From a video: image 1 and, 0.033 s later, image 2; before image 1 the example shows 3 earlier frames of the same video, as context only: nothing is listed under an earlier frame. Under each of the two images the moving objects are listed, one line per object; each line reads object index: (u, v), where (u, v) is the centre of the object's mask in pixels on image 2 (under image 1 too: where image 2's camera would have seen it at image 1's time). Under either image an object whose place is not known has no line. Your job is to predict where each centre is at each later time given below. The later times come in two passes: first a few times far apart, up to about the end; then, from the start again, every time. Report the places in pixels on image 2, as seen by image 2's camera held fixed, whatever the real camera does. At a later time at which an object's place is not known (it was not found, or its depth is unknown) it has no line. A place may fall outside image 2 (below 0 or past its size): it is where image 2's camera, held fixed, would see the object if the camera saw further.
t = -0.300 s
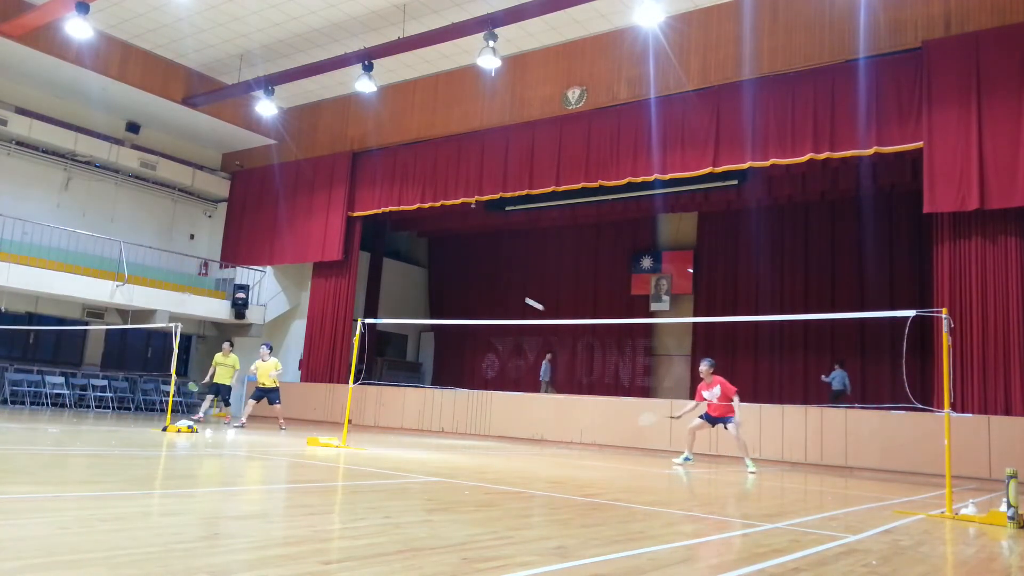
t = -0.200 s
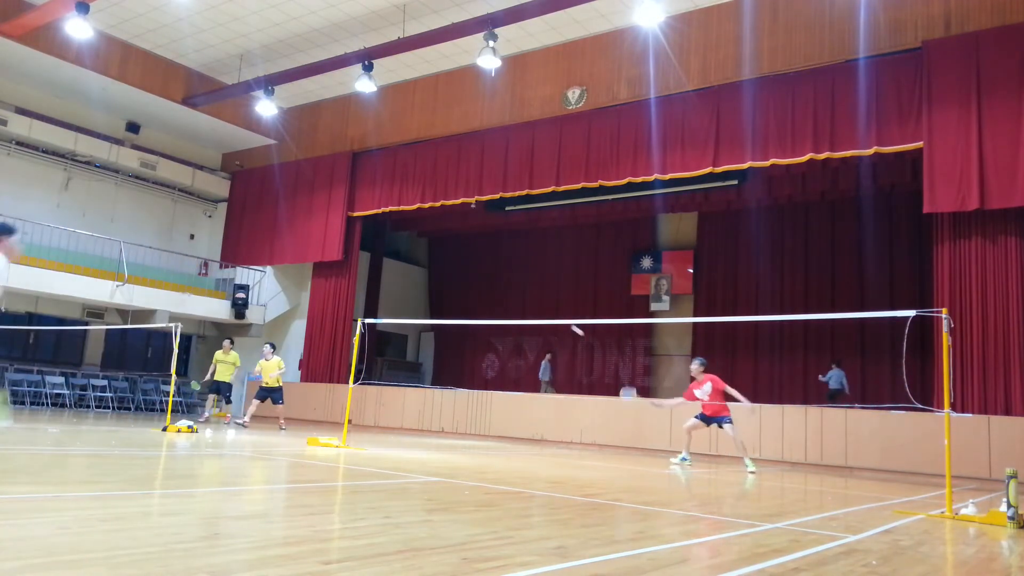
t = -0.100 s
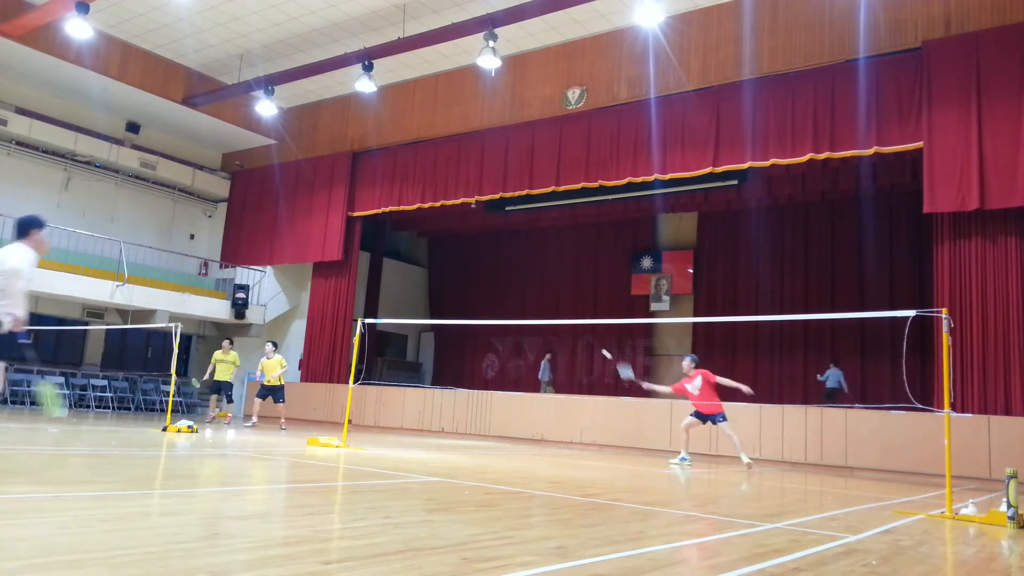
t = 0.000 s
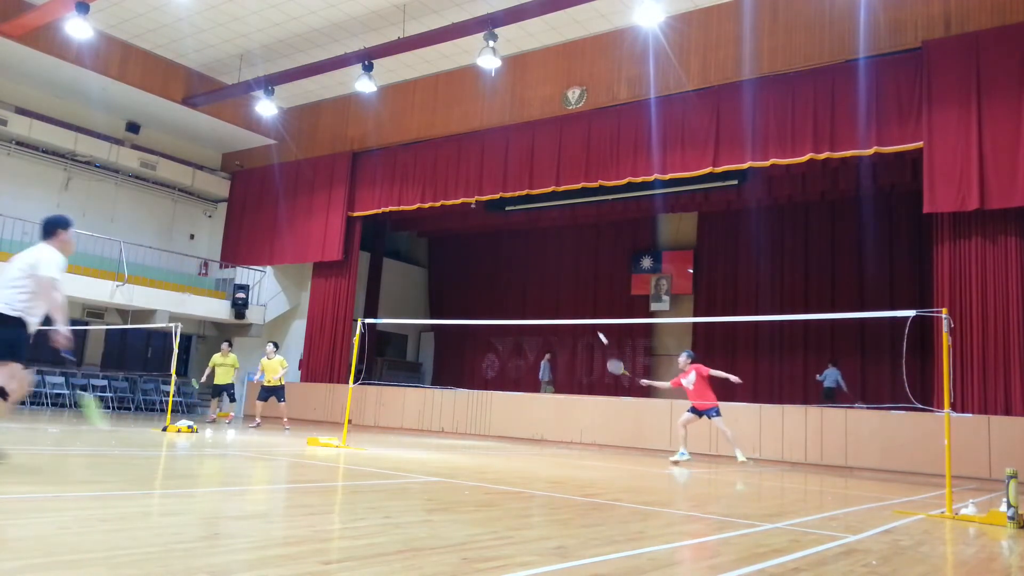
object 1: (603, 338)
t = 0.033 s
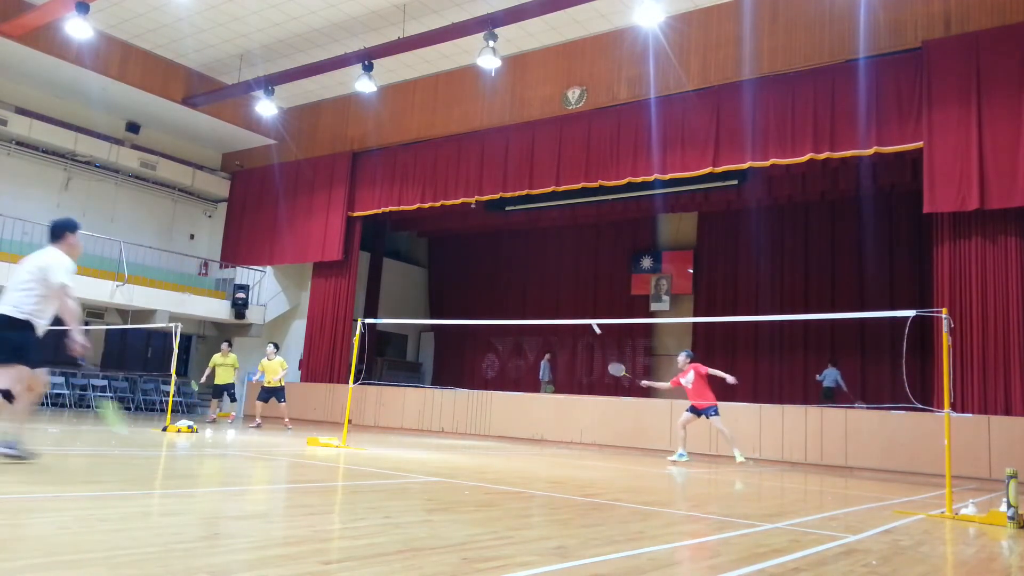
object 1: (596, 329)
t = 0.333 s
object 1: (542, 286)
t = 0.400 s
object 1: (529, 286)
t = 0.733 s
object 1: (465, 348)
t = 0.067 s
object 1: (588, 316)
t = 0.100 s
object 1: (582, 310)
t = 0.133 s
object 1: (576, 305)
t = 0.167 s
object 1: (570, 301)
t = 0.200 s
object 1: (565, 296)
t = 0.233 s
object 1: (559, 292)
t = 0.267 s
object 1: (554, 289)
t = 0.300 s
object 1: (548, 287)
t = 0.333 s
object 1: (542, 286)
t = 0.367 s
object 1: (536, 285)
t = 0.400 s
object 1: (529, 286)
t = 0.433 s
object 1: (524, 287)
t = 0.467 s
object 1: (517, 290)
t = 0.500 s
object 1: (511, 293)
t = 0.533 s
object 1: (505, 298)
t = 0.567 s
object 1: (498, 303)
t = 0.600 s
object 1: (492, 310)
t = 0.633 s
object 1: (486, 316)
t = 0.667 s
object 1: (477, 328)
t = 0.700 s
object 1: (472, 336)
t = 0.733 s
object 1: (465, 348)
